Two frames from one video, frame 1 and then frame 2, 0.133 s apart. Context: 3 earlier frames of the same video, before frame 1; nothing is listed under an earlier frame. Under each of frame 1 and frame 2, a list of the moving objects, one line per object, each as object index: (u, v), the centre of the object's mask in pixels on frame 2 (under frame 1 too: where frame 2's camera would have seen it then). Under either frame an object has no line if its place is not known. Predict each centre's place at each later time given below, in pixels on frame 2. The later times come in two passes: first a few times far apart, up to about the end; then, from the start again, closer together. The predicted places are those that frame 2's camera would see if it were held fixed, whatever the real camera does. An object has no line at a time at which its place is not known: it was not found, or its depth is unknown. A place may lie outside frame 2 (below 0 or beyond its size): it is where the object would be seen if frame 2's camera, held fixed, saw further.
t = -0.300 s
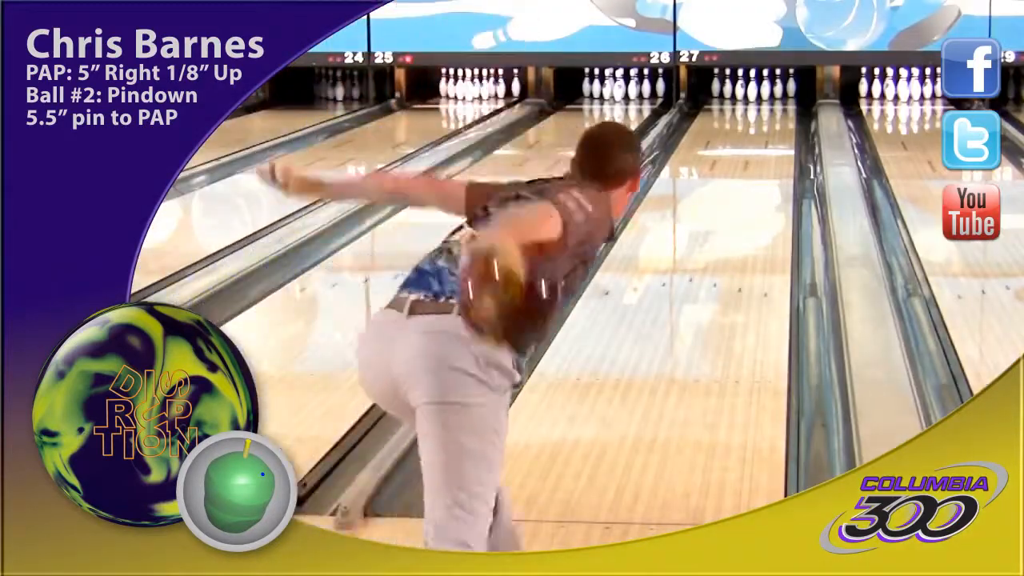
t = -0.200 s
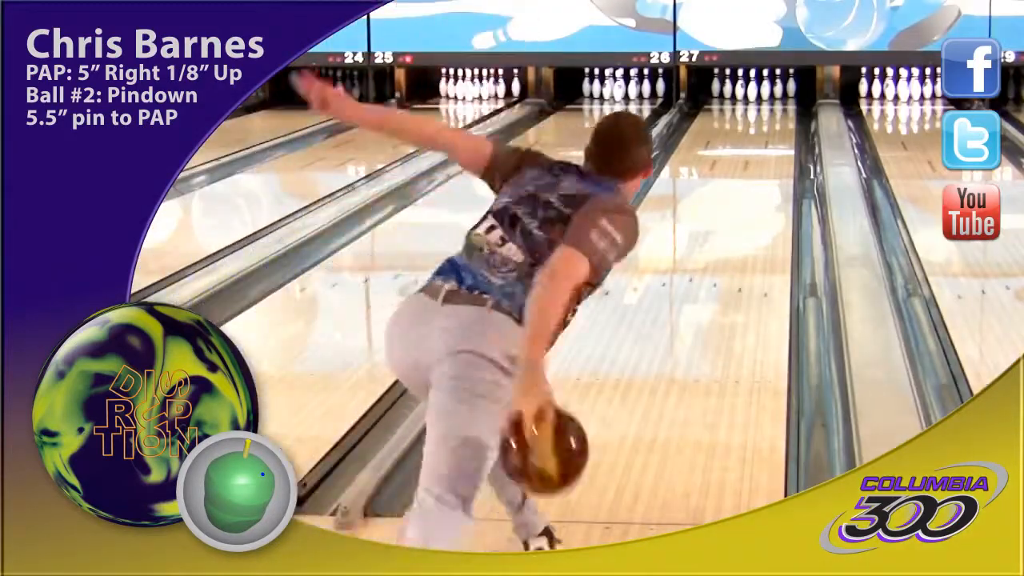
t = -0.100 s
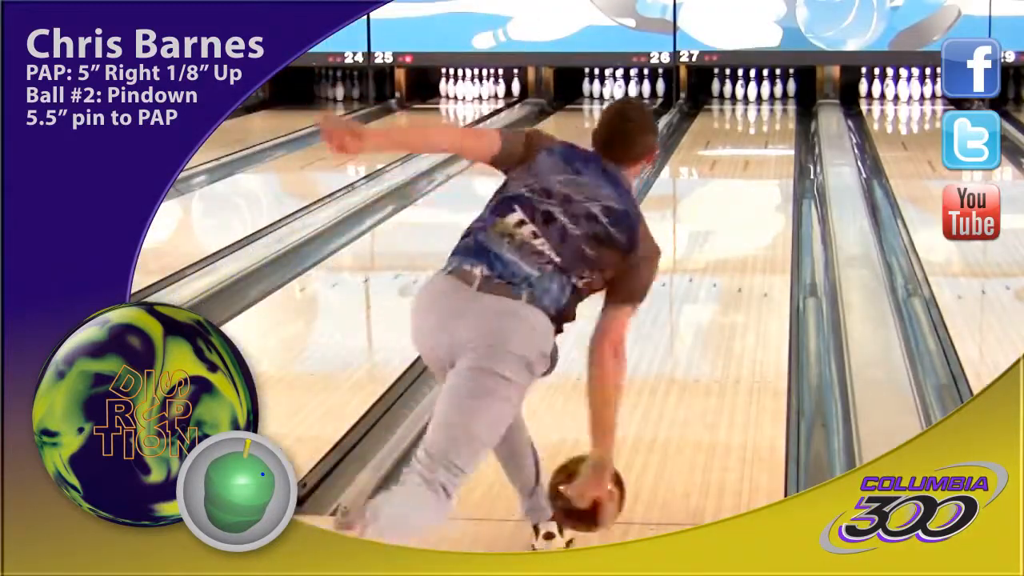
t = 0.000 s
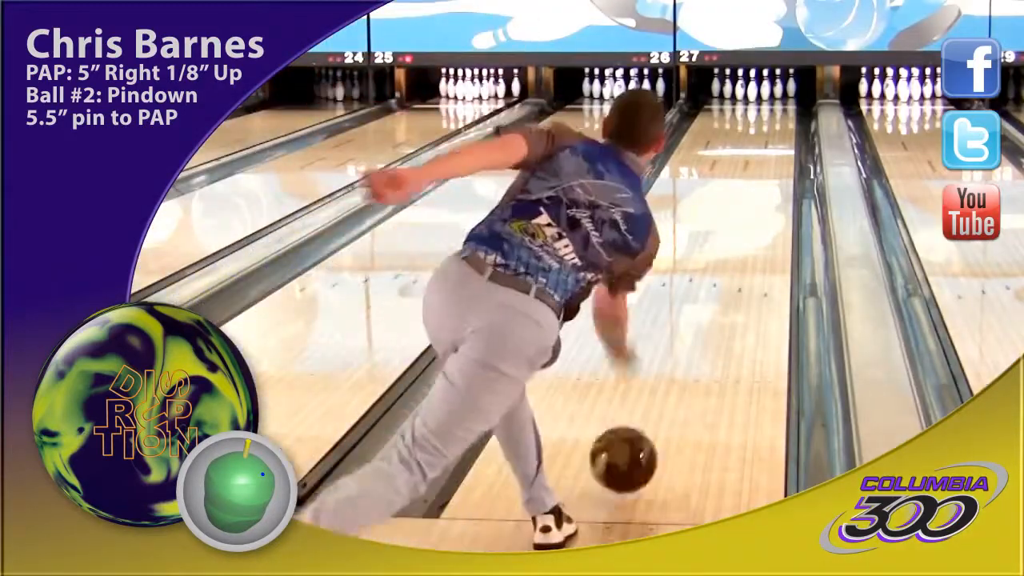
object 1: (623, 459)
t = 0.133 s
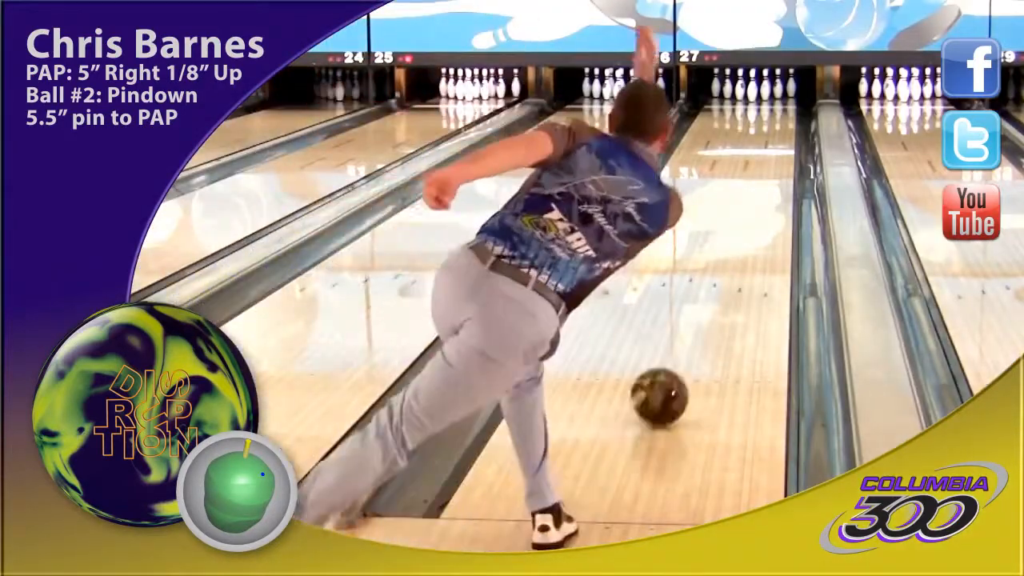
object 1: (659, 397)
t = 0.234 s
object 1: (680, 354)
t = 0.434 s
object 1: (711, 289)
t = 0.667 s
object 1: (735, 236)
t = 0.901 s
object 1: (752, 198)
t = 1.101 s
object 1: (763, 173)
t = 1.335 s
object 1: (770, 150)
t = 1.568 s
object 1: (775, 131)
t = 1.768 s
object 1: (773, 119)
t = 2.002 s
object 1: (769, 108)
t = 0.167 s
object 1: (667, 381)
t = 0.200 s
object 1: (674, 367)
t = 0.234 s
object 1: (680, 354)
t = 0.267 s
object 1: (686, 342)
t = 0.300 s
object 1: (692, 330)
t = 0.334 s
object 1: (697, 319)
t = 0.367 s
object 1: (702, 308)
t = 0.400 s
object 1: (707, 298)
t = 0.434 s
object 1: (711, 289)
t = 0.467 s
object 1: (715, 281)
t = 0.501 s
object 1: (716, 276)
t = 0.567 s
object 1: (726, 257)
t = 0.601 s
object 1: (730, 250)
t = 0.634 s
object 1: (732, 243)
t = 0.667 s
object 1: (735, 236)
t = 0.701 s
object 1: (738, 230)
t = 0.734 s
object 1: (741, 224)
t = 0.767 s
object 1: (743, 219)
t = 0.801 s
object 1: (746, 213)
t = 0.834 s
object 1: (748, 208)
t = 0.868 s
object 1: (750, 203)
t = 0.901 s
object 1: (752, 198)
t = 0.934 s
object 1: (755, 194)
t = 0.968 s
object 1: (756, 189)
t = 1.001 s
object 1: (758, 185)
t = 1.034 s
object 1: (760, 181)
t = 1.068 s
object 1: (761, 179)
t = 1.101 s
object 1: (763, 173)
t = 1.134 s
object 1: (764, 170)
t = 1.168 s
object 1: (766, 166)
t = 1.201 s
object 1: (767, 163)
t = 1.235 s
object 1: (768, 160)
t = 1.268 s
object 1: (769, 156)
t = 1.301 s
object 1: (770, 154)
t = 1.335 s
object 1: (770, 150)
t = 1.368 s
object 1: (771, 148)
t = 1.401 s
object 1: (772, 145)
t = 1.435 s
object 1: (773, 142)
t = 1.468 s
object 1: (774, 139)
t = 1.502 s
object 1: (773, 137)
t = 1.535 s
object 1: (775, 134)
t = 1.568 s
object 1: (775, 131)
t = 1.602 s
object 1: (775, 129)
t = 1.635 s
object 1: (776, 126)
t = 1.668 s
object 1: (776, 125)
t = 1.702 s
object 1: (775, 123)
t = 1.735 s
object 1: (775, 122)
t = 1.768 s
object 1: (773, 119)
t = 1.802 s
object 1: (774, 117)
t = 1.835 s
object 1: (774, 114)
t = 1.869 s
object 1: (773, 112)
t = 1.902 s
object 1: (771, 111)
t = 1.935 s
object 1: (771, 110)
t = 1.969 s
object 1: (770, 108)
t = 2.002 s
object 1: (769, 108)
